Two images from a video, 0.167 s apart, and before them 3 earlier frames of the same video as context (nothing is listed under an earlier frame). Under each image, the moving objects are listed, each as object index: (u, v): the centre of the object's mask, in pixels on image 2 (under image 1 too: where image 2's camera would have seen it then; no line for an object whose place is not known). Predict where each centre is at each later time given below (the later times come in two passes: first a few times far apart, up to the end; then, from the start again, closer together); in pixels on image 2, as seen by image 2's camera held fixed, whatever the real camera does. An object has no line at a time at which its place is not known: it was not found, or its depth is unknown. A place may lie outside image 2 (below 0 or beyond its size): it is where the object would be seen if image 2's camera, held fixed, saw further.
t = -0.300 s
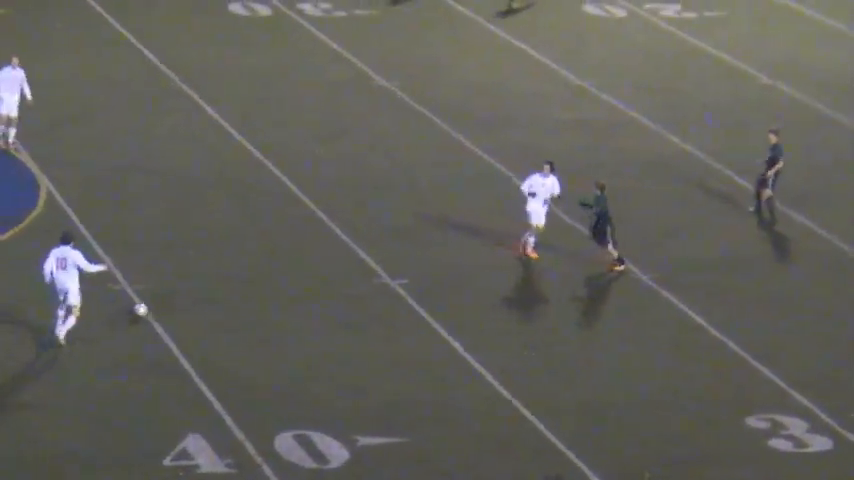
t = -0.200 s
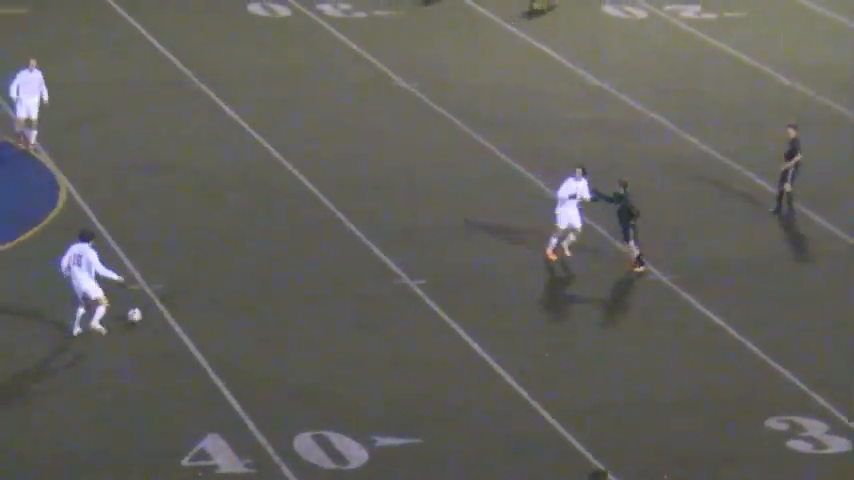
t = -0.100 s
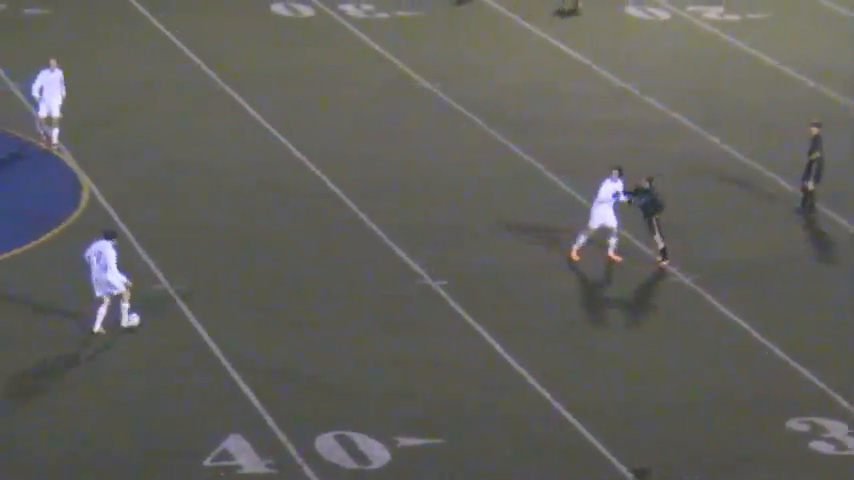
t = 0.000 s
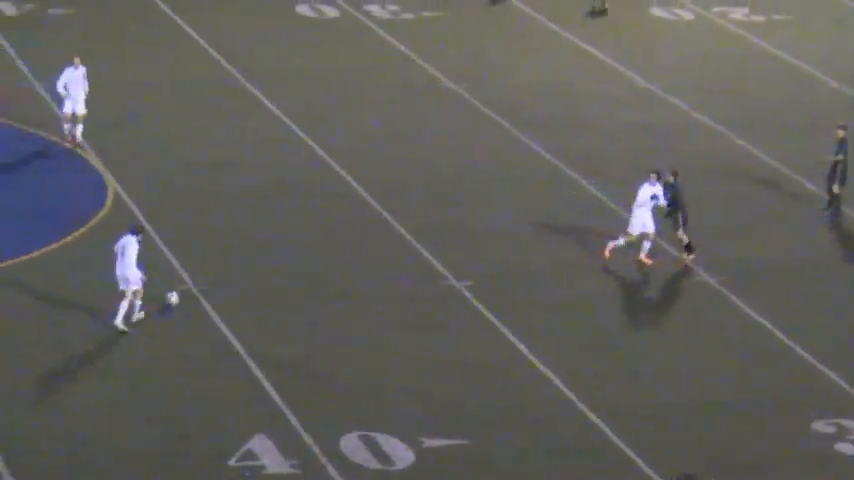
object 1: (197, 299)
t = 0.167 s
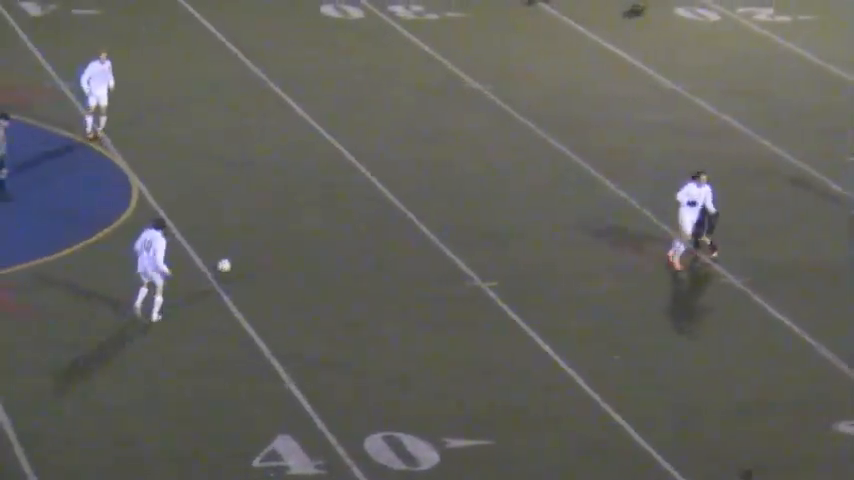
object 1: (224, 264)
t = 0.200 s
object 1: (228, 258)
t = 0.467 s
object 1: (264, 214)
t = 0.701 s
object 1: (291, 182)
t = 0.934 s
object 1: (314, 156)
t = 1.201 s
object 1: (337, 132)
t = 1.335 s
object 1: (348, 121)
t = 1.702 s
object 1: (372, 97)
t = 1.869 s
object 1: (377, 88)
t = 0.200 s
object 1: (228, 258)
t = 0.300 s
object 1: (242, 241)
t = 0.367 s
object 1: (252, 230)
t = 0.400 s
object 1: (256, 225)
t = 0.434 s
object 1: (260, 220)
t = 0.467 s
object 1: (264, 214)
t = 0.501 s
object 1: (268, 209)
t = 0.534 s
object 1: (272, 205)
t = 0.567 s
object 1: (276, 199)
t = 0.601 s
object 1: (280, 196)
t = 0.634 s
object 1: (284, 191)
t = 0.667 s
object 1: (287, 187)
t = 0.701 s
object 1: (291, 182)
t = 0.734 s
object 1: (294, 178)
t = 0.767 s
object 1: (297, 174)
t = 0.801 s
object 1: (301, 170)
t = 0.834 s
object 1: (305, 167)
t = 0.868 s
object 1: (308, 163)
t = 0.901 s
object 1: (311, 160)
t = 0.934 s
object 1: (314, 156)
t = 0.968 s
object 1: (317, 153)
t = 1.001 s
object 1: (320, 150)
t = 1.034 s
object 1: (322, 147)
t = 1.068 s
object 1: (325, 144)
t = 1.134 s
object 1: (331, 138)
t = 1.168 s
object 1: (333, 135)
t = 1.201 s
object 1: (337, 132)
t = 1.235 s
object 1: (340, 129)
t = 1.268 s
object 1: (341, 126)
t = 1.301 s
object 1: (344, 124)
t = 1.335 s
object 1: (348, 121)
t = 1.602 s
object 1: (367, 104)
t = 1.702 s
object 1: (372, 97)
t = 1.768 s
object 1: (373, 92)
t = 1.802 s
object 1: (377, 91)
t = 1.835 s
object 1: (377, 89)
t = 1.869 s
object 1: (377, 88)
